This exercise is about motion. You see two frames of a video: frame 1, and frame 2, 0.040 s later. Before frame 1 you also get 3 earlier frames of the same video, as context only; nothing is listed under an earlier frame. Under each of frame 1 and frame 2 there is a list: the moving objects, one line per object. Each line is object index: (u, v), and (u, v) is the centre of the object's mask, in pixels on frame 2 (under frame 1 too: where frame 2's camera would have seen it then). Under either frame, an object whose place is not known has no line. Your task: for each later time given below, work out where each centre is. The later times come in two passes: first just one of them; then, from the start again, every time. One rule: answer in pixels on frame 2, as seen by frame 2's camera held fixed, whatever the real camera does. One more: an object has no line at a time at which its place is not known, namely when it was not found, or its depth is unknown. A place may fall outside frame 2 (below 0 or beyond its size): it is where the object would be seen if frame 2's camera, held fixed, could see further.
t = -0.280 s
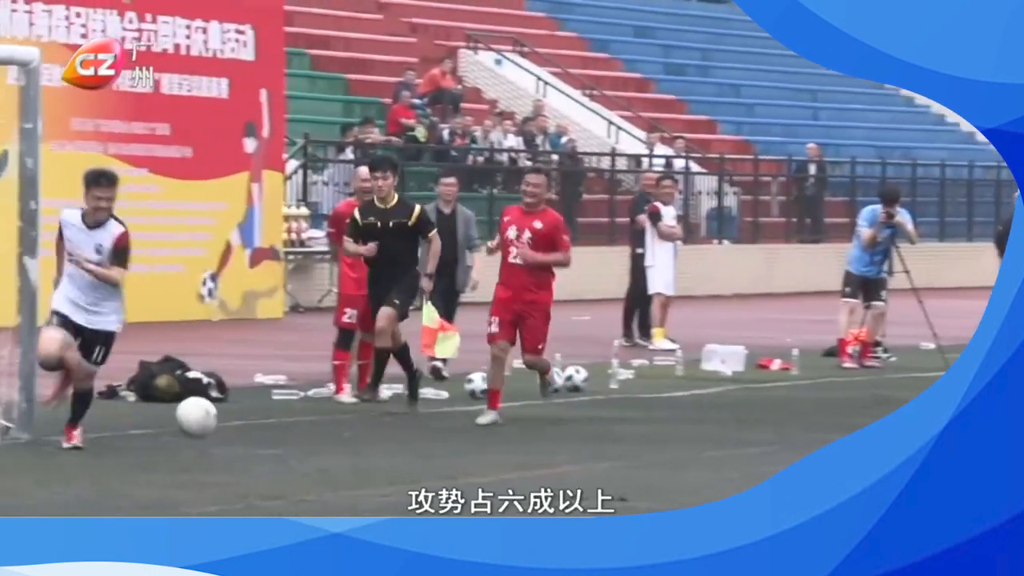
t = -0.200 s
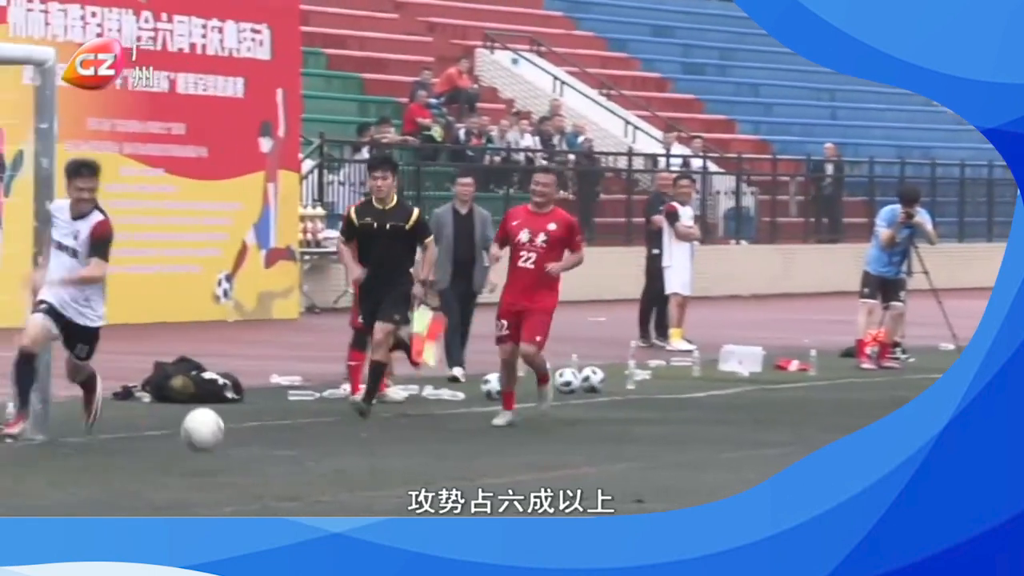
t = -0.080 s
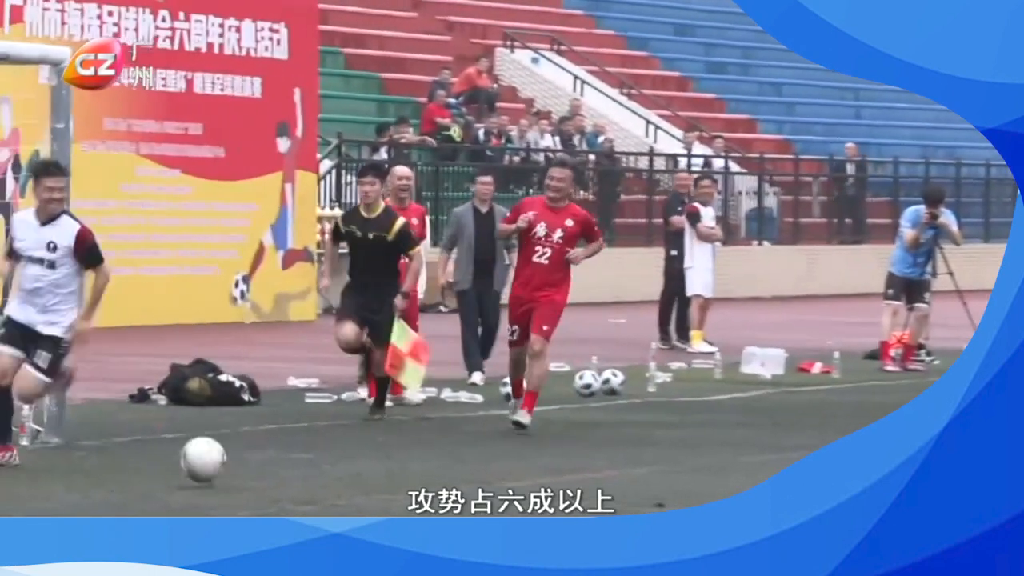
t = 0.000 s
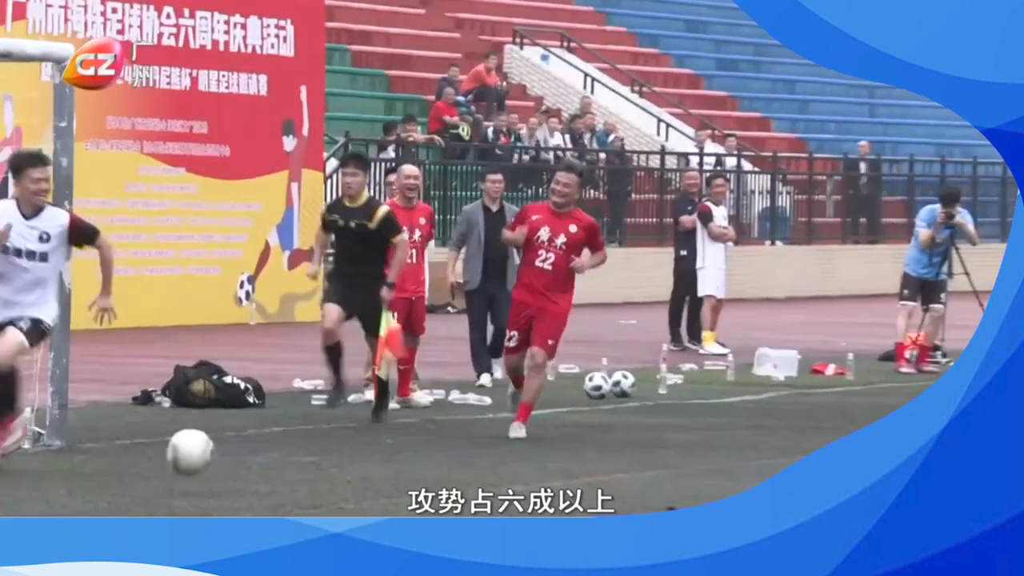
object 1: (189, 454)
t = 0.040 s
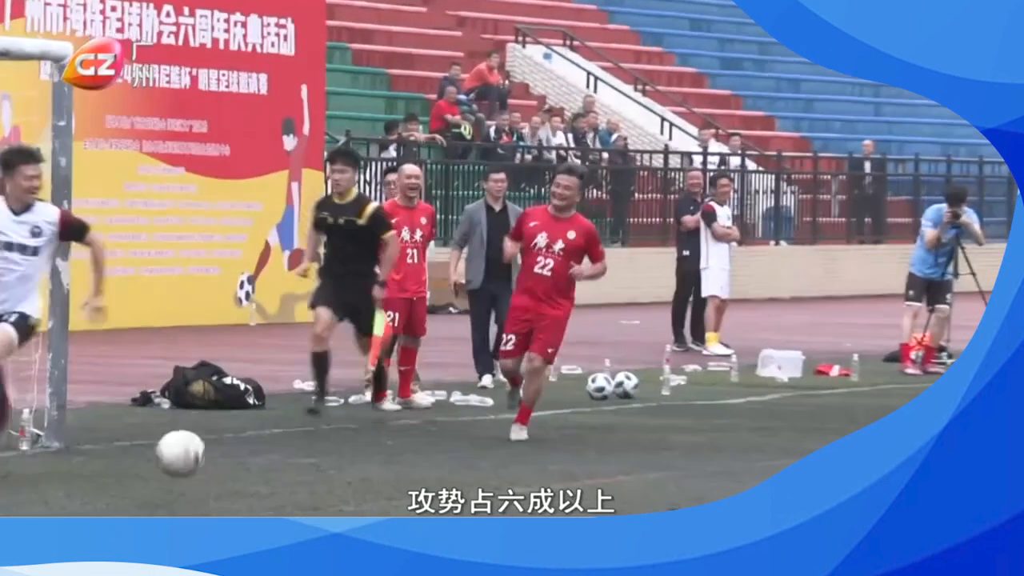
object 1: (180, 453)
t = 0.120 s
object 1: (163, 462)
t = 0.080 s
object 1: (171, 456)
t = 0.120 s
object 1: (163, 462)
